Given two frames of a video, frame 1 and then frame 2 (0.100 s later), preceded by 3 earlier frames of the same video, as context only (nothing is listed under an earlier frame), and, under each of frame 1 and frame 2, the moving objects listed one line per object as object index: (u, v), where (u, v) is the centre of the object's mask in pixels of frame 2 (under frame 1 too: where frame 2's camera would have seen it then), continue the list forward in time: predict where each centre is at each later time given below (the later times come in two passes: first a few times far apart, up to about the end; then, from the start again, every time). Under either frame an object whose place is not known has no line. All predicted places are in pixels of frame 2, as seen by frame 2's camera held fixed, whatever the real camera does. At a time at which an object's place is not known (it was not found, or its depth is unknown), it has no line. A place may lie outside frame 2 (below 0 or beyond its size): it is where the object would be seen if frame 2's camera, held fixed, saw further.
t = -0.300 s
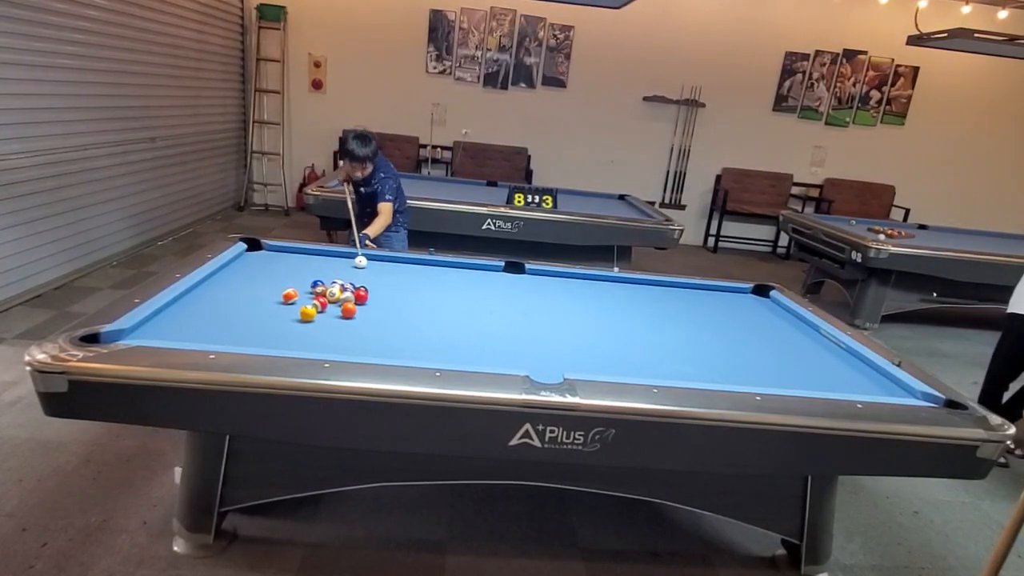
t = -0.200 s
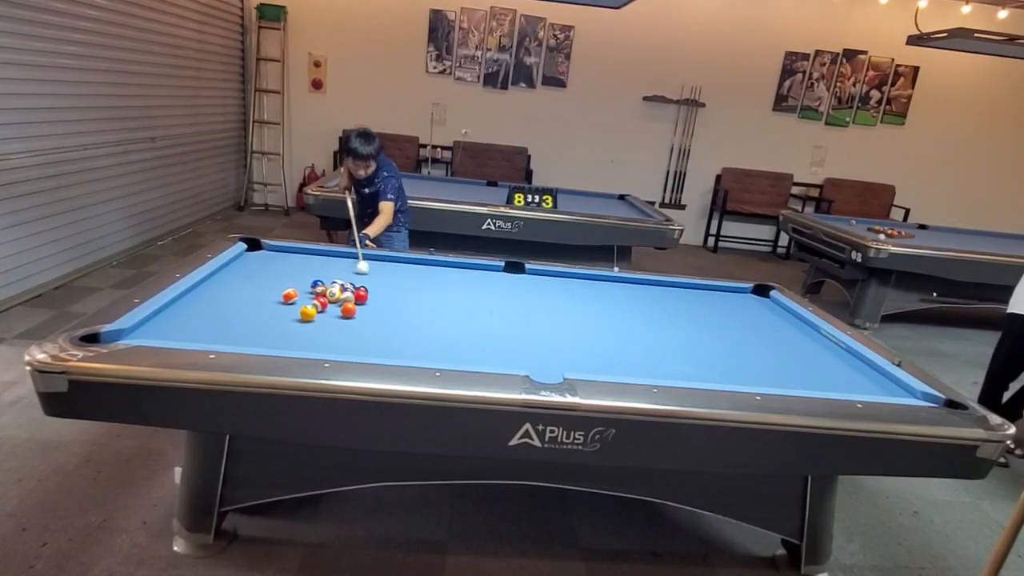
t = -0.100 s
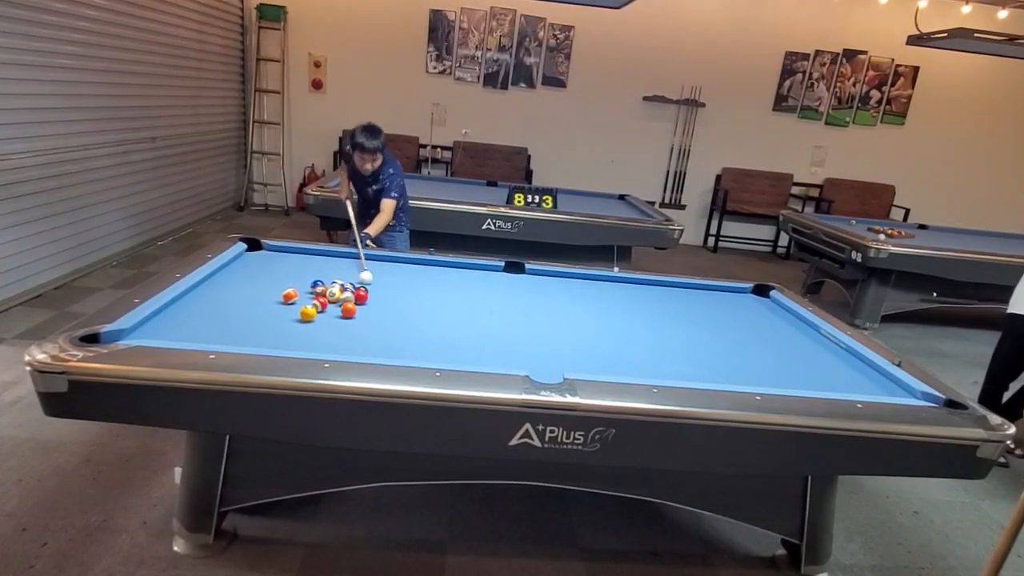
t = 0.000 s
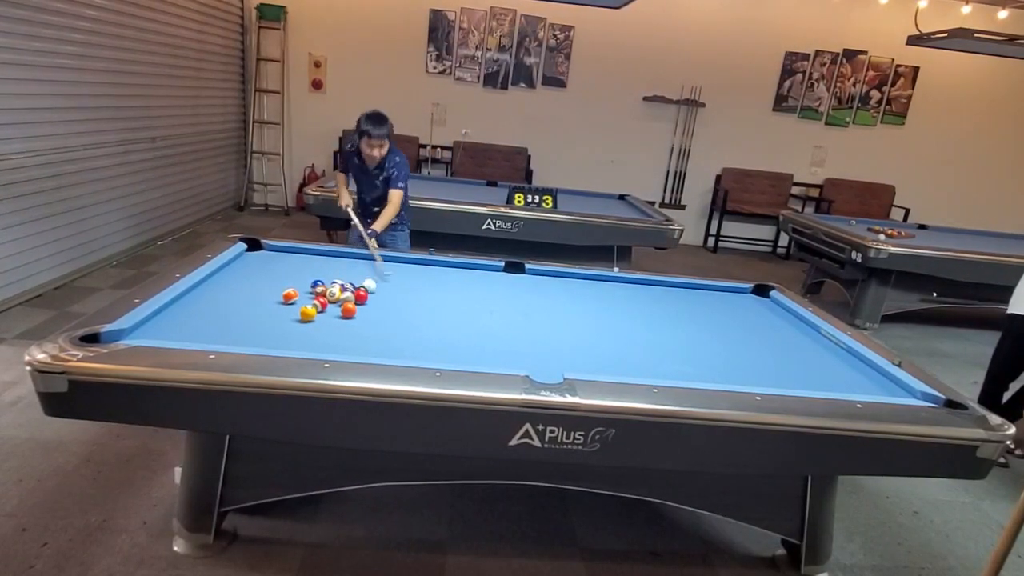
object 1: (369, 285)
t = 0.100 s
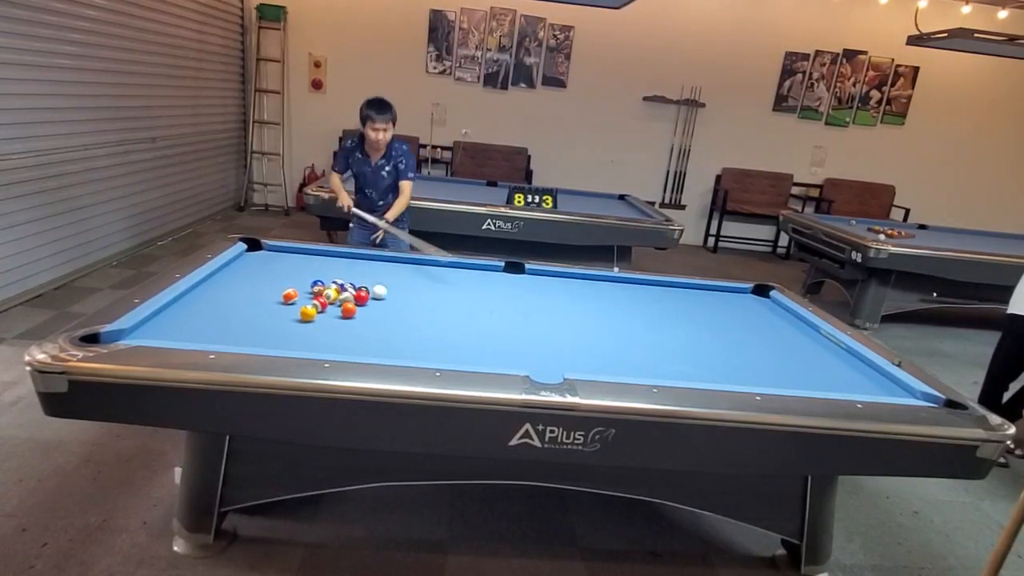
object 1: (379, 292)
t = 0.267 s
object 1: (402, 300)
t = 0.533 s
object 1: (442, 315)
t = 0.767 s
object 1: (478, 328)
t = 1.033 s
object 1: (523, 344)
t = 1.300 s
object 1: (570, 361)
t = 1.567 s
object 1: (618, 371)
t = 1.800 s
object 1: (640, 370)
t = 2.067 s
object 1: (663, 367)
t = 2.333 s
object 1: (684, 363)
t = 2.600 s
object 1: (703, 359)
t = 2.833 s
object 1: (717, 356)
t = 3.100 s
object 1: (731, 353)
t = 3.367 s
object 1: (744, 350)
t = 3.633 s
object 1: (755, 348)
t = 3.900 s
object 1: (765, 346)
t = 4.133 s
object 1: (772, 344)
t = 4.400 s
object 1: (780, 343)
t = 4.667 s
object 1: (786, 341)
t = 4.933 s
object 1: (791, 340)
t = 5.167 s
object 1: (794, 339)
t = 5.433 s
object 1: (798, 338)
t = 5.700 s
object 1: (800, 338)
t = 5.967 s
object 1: (801, 337)
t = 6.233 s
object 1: (802, 337)
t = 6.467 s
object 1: (802, 337)
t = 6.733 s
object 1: (802, 338)
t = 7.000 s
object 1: (802, 338)
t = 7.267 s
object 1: (802, 338)
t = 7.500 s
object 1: (802, 338)
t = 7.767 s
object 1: (802, 338)
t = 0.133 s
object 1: (384, 294)
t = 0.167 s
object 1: (388, 295)
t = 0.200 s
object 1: (393, 297)
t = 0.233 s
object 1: (398, 299)
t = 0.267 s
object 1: (402, 300)
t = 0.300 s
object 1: (407, 302)
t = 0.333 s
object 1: (412, 304)
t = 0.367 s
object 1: (417, 306)
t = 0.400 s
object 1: (422, 307)
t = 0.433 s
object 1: (427, 310)
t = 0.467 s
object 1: (431, 311)
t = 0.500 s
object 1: (436, 313)
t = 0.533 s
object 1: (442, 315)
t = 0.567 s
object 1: (446, 317)
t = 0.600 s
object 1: (452, 319)
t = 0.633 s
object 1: (457, 320)
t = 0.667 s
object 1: (462, 322)
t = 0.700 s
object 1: (468, 324)
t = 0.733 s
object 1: (473, 326)
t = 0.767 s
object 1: (478, 328)
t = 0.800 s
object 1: (484, 330)
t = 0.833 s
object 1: (489, 332)
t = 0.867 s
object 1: (495, 334)
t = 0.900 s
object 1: (501, 336)
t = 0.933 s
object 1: (506, 338)
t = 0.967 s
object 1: (512, 340)
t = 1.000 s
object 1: (517, 342)
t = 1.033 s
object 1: (523, 344)
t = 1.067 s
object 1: (529, 346)
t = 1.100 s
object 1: (535, 348)
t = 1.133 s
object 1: (541, 350)
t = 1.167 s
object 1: (546, 352)
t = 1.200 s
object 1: (552, 355)
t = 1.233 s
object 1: (558, 357)
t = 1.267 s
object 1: (564, 359)
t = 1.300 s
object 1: (570, 361)
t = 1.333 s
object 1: (576, 363)
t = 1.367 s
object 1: (583, 364)
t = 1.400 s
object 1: (589, 365)
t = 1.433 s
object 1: (595, 367)
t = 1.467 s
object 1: (602, 369)
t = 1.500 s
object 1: (608, 370)
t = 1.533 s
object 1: (614, 372)
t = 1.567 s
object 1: (618, 371)
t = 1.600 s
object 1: (621, 371)
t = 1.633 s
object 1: (624, 371)
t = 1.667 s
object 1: (628, 371)
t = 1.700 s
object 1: (631, 371)
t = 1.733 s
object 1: (634, 370)
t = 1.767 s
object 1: (637, 370)
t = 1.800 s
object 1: (640, 370)
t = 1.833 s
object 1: (643, 369)
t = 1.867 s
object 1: (646, 369)
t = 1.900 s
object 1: (649, 369)
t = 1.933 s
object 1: (652, 369)
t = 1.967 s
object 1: (655, 369)
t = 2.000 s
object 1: (658, 368)
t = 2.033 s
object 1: (661, 368)
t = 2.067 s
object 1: (663, 367)
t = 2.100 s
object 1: (666, 366)
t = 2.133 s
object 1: (669, 366)
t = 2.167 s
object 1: (672, 365)
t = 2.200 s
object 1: (674, 365)
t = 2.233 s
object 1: (677, 364)
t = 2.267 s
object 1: (679, 364)
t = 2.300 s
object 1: (682, 363)
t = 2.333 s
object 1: (684, 363)
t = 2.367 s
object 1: (687, 362)
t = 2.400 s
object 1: (689, 362)
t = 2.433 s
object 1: (692, 362)
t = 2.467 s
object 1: (694, 361)
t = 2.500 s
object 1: (696, 361)
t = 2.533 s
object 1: (698, 360)
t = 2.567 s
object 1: (700, 360)
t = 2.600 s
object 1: (703, 359)
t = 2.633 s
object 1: (705, 359)
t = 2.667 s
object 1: (707, 358)
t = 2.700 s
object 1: (709, 358)
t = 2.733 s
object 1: (711, 357)
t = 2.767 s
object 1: (713, 357)
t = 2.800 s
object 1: (715, 357)
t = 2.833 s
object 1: (717, 356)
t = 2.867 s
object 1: (719, 356)
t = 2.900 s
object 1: (721, 356)
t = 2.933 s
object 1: (723, 355)
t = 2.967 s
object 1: (725, 355)
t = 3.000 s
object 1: (726, 355)
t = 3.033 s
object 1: (728, 354)
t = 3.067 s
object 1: (729, 354)
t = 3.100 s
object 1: (731, 353)
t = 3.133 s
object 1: (733, 353)
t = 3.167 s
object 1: (735, 352)
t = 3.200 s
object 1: (736, 352)
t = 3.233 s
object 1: (738, 352)
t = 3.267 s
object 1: (739, 352)
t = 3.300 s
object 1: (741, 351)
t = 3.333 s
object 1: (743, 351)
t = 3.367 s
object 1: (744, 350)
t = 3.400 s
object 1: (745, 350)
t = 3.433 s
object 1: (747, 350)
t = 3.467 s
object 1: (749, 350)
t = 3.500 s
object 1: (750, 349)
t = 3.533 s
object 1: (752, 349)
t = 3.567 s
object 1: (753, 349)
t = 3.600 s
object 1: (754, 348)
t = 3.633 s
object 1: (755, 348)
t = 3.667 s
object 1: (757, 348)
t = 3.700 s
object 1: (758, 348)
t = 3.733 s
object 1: (759, 347)
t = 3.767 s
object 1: (760, 347)
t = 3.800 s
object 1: (762, 347)
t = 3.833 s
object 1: (763, 347)
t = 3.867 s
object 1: (764, 346)
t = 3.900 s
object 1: (765, 346)
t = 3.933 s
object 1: (767, 346)
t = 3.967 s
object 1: (767, 346)
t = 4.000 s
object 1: (769, 345)
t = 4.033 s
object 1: (769, 345)
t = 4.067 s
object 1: (770, 345)
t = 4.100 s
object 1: (771, 345)
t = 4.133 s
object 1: (772, 344)
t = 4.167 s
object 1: (773, 344)
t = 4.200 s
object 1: (774, 344)
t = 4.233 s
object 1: (775, 344)
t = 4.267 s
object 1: (776, 343)
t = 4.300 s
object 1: (777, 343)
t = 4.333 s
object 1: (778, 343)
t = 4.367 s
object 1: (779, 343)
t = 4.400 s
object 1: (780, 343)
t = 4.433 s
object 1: (781, 342)
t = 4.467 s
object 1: (781, 342)
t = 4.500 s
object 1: (782, 342)
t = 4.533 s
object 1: (783, 342)
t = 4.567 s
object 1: (784, 342)
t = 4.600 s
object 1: (785, 341)
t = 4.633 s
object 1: (785, 341)
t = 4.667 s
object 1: (786, 341)
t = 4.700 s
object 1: (786, 341)
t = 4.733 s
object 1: (787, 341)
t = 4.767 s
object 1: (788, 341)
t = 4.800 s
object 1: (789, 341)
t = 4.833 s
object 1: (789, 340)
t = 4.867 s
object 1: (790, 340)
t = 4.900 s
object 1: (790, 340)
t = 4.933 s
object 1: (791, 340)
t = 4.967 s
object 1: (791, 340)
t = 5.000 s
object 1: (792, 339)
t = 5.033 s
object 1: (792, 340)
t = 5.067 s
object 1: (793, 339)
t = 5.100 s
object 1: (794, 339)
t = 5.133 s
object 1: (794, 339)
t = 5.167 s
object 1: (794, 339)
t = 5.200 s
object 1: (795, 339)
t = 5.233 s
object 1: (795, 339)
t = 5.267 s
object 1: (796, 339)
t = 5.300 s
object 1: (796, 339)
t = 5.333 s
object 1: (797, 339)
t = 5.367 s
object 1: (797, 338)
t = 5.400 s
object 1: (798, 338)
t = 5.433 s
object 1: (798, 338)
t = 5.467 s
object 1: (798, 338)
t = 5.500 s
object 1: (799, 338)
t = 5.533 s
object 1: (799, 338)
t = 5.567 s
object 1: (799, 338)
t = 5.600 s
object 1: (800, 338)
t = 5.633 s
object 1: (800, 338)
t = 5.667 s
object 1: (800, 338)
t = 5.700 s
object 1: (800, 338)
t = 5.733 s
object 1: (800, 338)
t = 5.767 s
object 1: (801, 338)
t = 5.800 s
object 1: (801, 338)
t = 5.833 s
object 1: (801, 338)
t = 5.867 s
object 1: (801, 338)
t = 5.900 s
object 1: (801, 337)
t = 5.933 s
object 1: (801, 337)
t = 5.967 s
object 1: (801, 337)
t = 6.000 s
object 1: (801, 337)
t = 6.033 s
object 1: (802, 337)
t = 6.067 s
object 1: (802, 337)
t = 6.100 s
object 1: (802, 337)
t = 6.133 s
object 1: (802, 337)
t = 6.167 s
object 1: (802, 337)
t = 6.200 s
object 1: (802, 337)
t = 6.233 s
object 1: (802, 337)
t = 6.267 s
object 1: (802, 337)
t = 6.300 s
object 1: (802, 337)
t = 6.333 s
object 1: (802, 337)
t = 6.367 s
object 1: (802, 337)
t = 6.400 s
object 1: (802, 337)
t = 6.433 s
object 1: (802, 337)
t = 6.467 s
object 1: (802, 337)
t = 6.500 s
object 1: (802, 337)
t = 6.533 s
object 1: (802, 337)
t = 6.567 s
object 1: (802, 337)
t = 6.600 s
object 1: (802, 338)
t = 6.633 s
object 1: (802, 338)
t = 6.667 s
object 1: (802, 338)
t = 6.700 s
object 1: (802, 338)
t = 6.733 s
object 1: (802, 338)
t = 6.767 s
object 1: (802, 337)
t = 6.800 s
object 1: (802, 338)
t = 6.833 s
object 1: (802, 338)
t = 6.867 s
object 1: (802, 338)
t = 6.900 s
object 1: (802, 338)
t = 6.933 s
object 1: (802, 338)
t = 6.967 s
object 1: (802, 338)
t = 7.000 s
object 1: (802, 338)
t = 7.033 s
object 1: (802, 338)
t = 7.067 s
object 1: (802, 338)
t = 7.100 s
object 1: (802, 338)
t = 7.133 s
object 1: (802, 338)
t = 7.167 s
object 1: (802, 338)
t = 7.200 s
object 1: (802, 338)
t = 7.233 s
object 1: (802, 338)
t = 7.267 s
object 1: (802, 338)
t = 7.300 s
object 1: (802, 338)
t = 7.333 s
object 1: (802, 338)
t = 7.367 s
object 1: (802, 338)
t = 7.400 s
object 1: (802, 338)
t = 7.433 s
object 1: (802, 338)
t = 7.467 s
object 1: (802, 338)
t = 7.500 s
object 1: (802, 338)
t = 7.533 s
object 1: (802, 338)
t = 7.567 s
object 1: (802, 338)
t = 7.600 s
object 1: (802, 338)
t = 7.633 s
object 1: (802, 338)
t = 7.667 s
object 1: (802, 338)
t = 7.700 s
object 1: (802, 338)
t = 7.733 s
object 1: (802, 338)
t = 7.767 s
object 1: (802, 338)
